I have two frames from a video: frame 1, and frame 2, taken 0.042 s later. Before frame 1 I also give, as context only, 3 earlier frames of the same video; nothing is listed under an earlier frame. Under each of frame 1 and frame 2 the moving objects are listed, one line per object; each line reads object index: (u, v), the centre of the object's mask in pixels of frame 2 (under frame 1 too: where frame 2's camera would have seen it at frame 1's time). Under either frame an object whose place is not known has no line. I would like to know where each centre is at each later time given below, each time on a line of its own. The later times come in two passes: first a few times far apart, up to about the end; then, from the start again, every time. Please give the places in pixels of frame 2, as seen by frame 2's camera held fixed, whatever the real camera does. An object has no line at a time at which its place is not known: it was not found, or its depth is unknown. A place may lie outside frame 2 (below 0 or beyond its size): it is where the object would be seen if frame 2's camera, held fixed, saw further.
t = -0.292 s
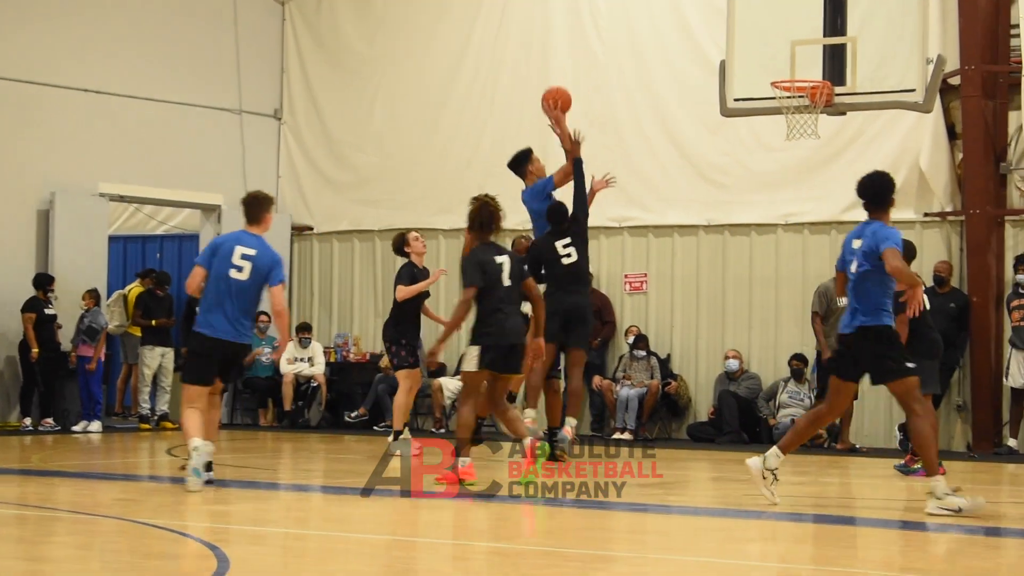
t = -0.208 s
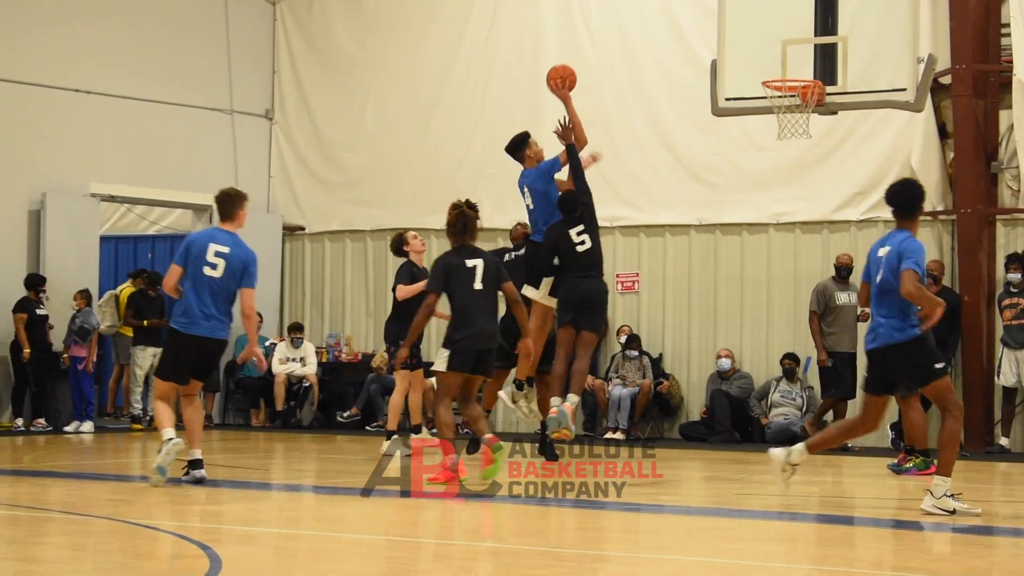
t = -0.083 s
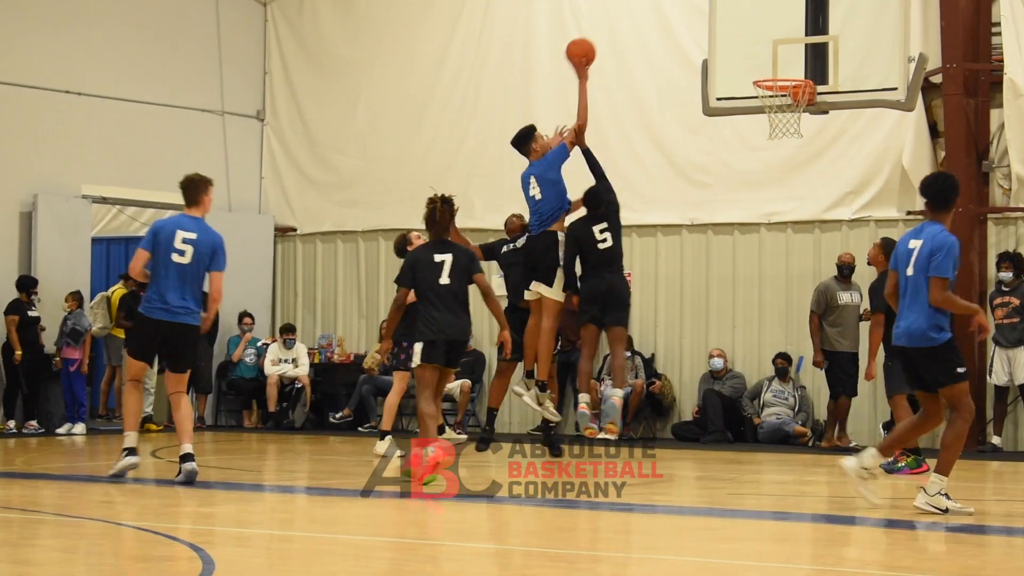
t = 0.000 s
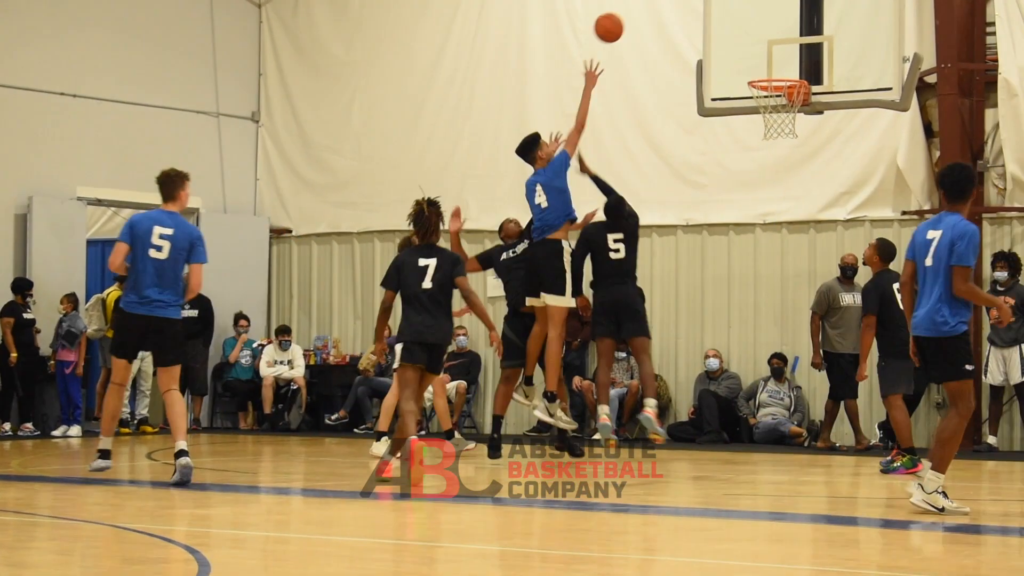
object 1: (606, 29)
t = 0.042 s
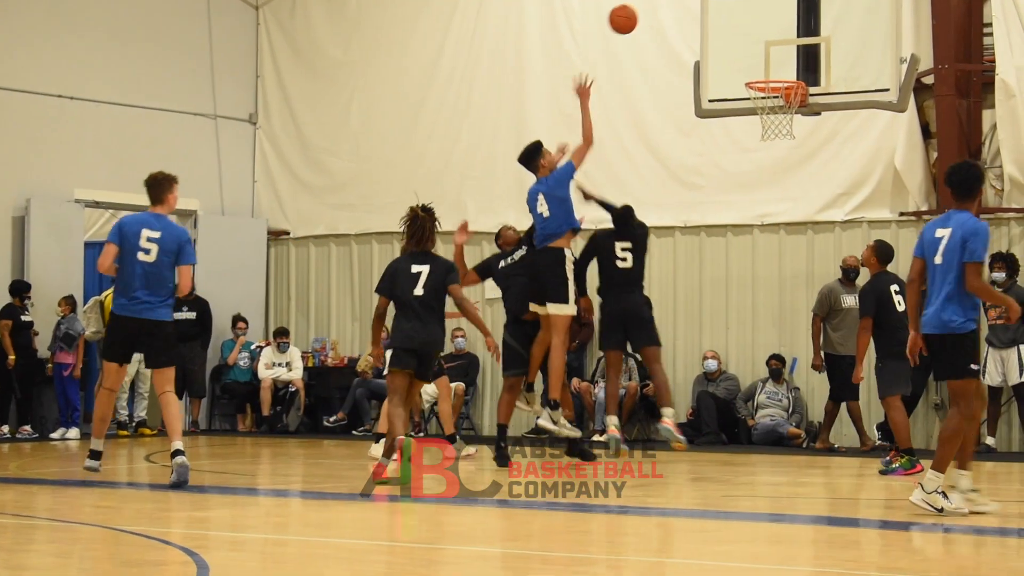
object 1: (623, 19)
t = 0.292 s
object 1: (722, 7)
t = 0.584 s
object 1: (793, 70)
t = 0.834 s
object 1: (711, 51)
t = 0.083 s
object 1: (640, 12)
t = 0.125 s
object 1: (657, 7)
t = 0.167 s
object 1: (673, 5)
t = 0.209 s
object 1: (690, 3)
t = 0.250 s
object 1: (706, 4)
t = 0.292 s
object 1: (722, 7)
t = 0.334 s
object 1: (738, 12)
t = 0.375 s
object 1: (754, 20)
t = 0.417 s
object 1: (769, 29)
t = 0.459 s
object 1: (784, 40)
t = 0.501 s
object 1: (795, 52)
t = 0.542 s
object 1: (795, 62)
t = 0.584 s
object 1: (793, 70)
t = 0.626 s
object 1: (778, 69)
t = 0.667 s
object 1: (765, 65)
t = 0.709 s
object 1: (751, 58)
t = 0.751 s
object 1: (738, 54)
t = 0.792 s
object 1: (725, 51)
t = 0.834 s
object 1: (711, 51)
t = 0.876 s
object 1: (698, 52)
